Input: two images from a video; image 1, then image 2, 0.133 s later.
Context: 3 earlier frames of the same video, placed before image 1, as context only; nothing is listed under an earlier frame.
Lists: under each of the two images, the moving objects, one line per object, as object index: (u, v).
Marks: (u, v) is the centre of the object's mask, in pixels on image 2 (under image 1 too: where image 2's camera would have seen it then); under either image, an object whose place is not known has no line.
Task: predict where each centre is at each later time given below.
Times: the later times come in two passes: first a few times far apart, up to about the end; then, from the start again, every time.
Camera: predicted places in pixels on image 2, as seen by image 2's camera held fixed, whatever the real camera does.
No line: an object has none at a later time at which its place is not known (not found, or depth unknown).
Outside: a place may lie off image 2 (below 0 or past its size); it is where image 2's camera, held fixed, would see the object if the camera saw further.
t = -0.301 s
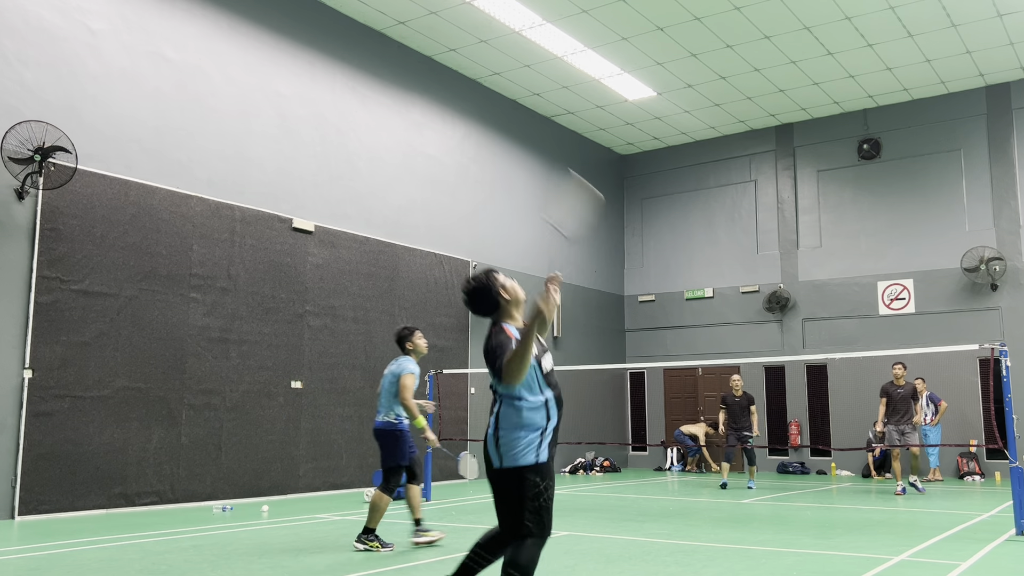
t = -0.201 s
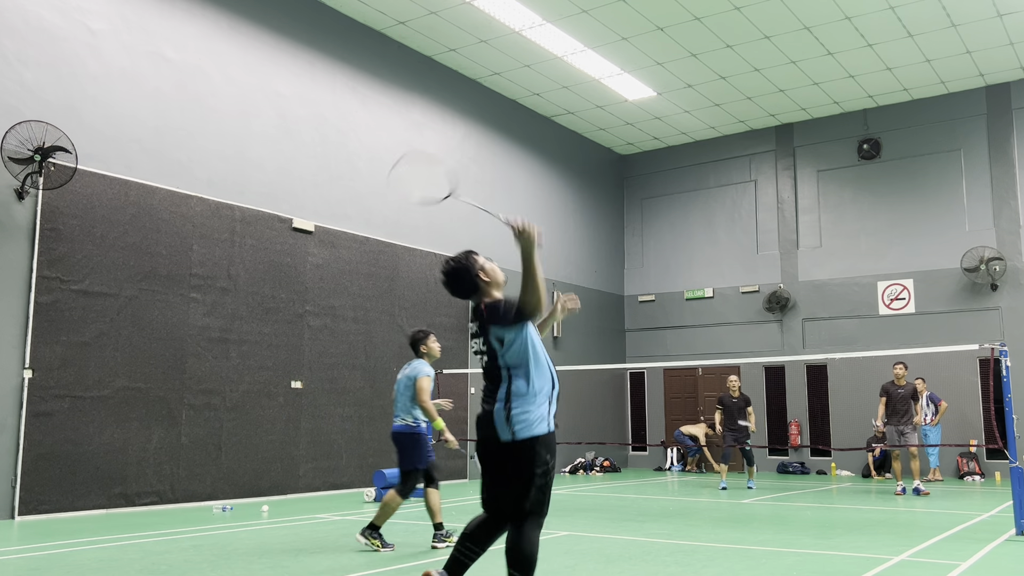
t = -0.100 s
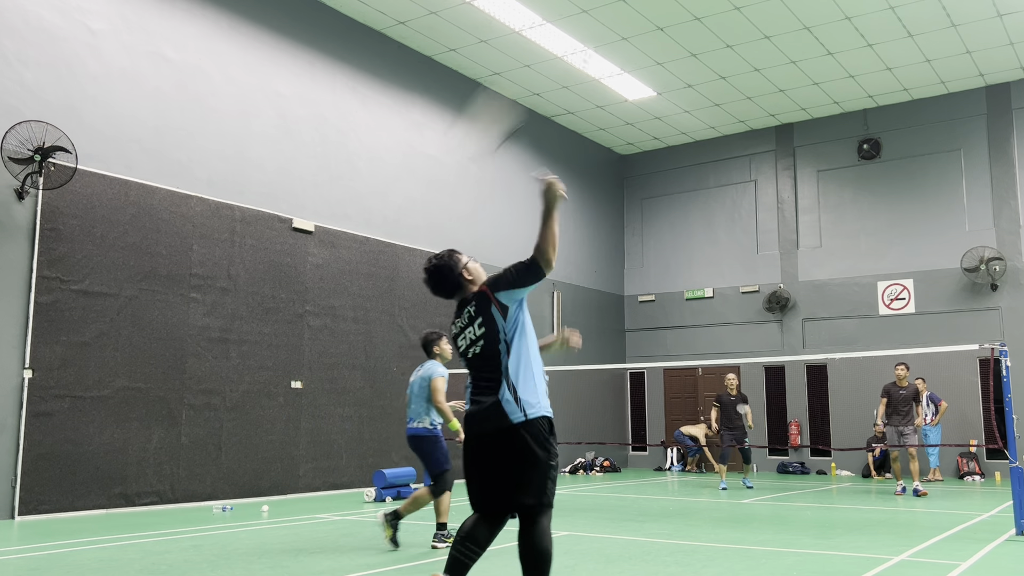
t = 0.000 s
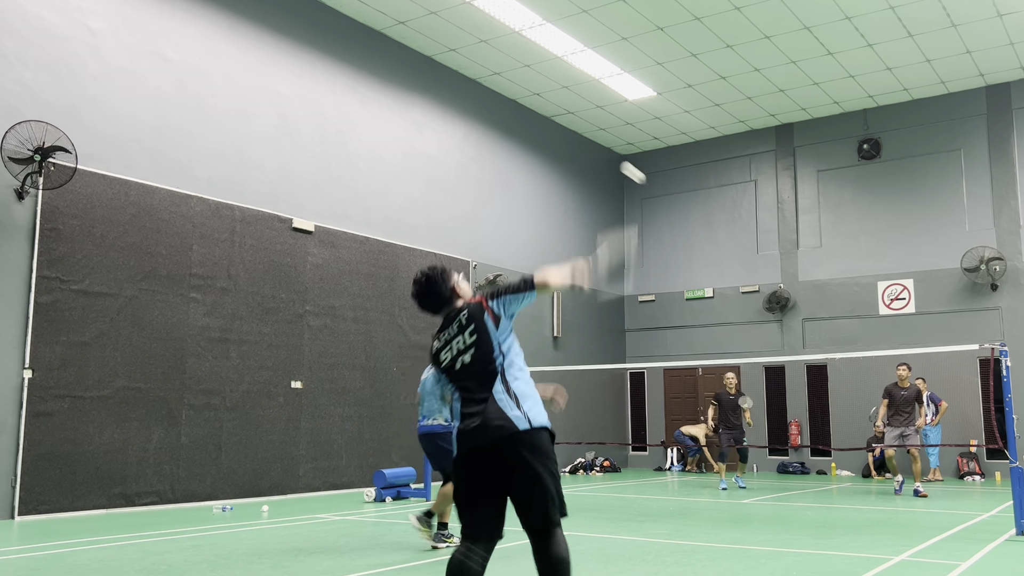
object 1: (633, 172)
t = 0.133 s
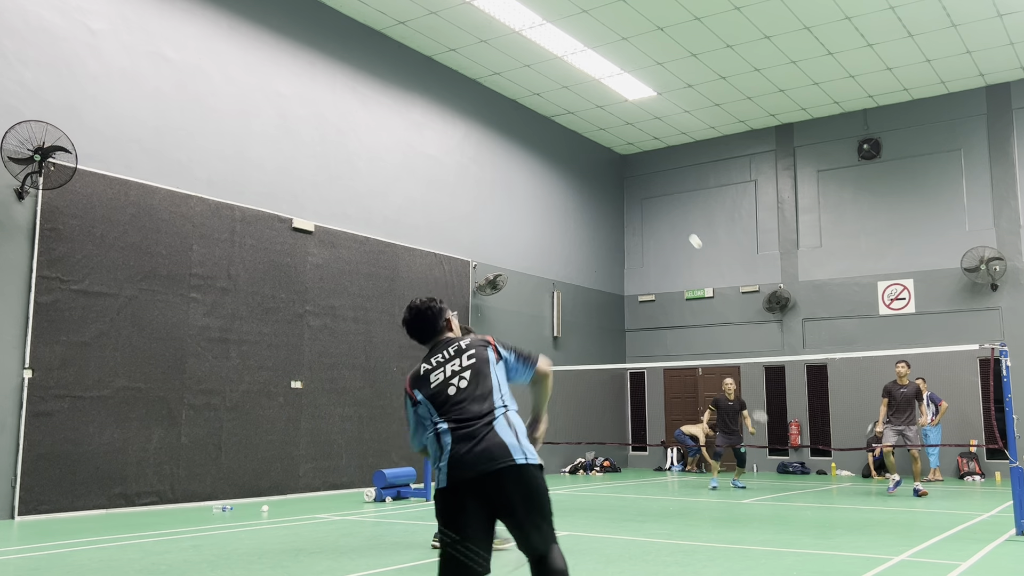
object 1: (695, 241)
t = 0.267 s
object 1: (722, 284)
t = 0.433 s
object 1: (743, 333)
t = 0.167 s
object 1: (704, 252)
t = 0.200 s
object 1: (711, 263)
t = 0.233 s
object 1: (717, 274)
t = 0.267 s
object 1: (722, 284)
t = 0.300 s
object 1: (727, 294)
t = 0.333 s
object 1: (732, 304)
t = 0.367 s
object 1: (735, 313)
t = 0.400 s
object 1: (739, 324)
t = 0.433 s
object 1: (743, 333)
